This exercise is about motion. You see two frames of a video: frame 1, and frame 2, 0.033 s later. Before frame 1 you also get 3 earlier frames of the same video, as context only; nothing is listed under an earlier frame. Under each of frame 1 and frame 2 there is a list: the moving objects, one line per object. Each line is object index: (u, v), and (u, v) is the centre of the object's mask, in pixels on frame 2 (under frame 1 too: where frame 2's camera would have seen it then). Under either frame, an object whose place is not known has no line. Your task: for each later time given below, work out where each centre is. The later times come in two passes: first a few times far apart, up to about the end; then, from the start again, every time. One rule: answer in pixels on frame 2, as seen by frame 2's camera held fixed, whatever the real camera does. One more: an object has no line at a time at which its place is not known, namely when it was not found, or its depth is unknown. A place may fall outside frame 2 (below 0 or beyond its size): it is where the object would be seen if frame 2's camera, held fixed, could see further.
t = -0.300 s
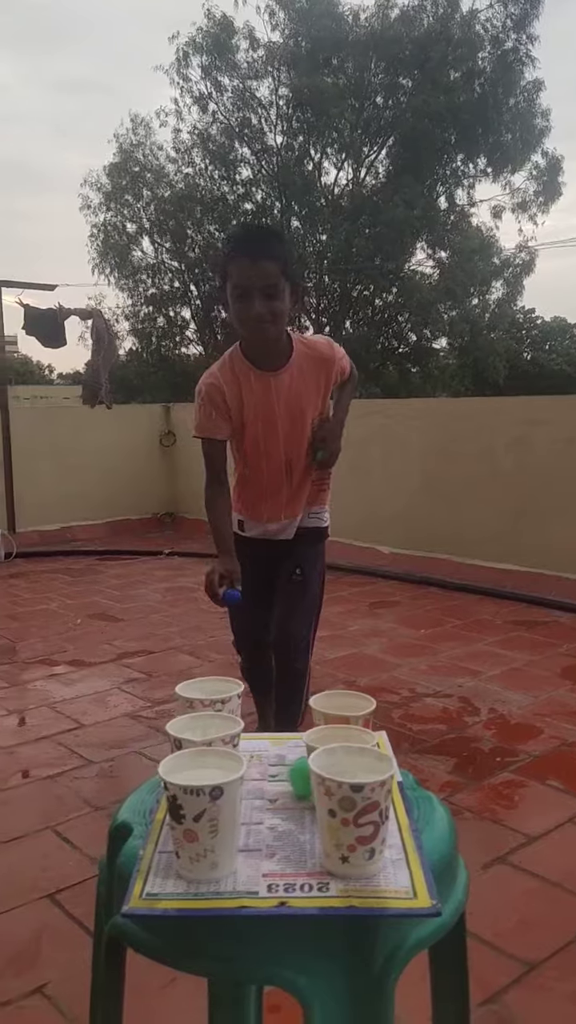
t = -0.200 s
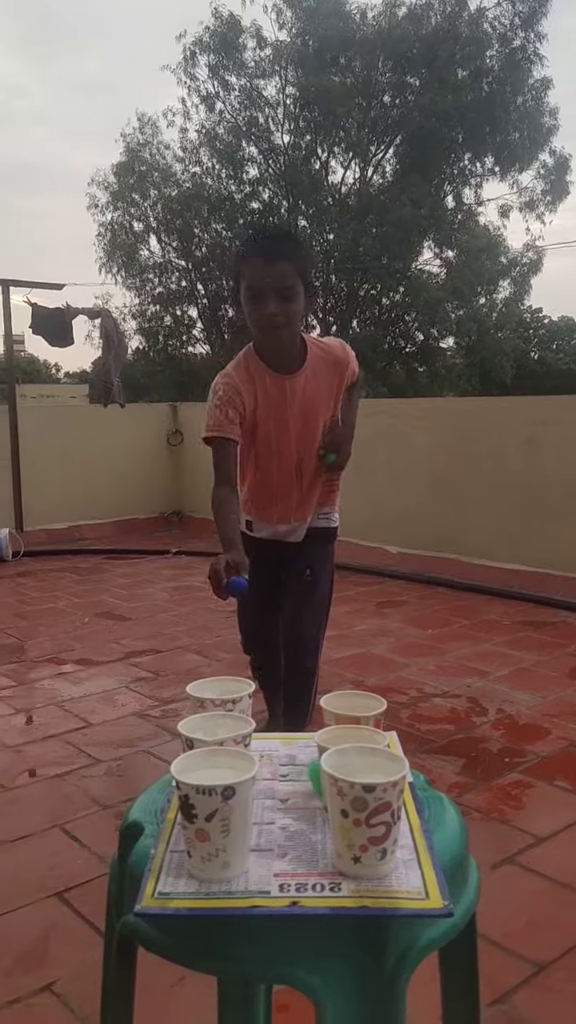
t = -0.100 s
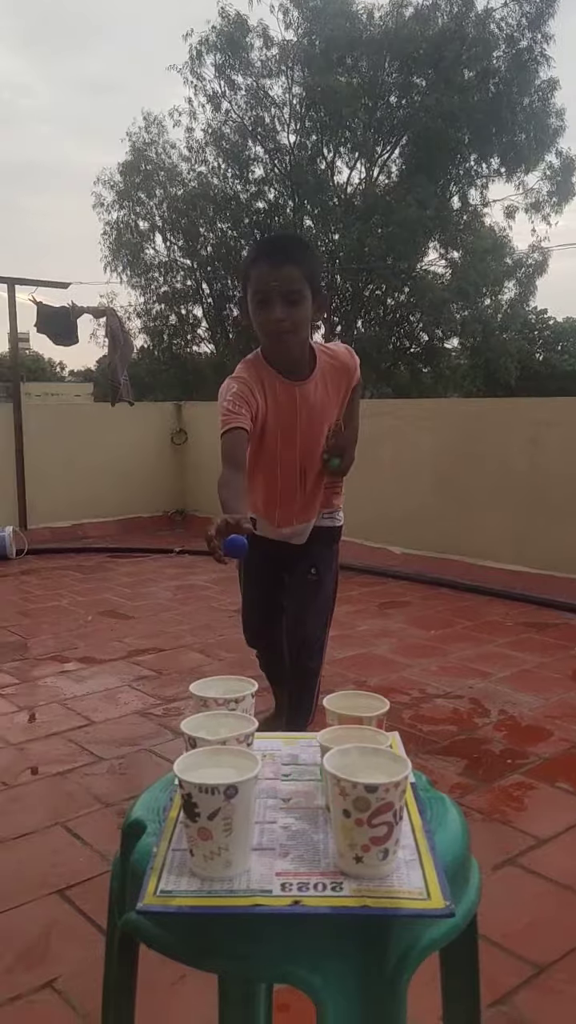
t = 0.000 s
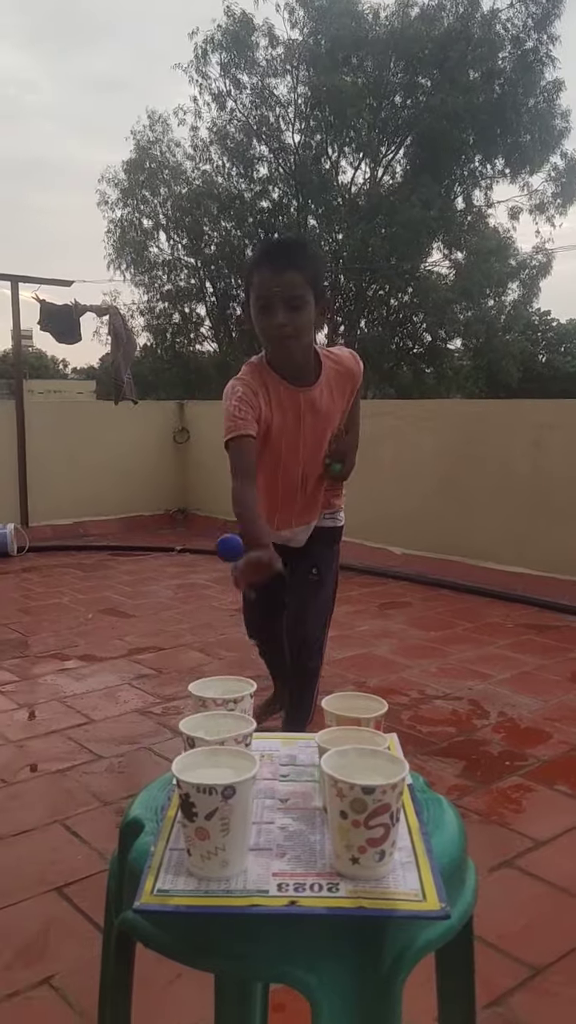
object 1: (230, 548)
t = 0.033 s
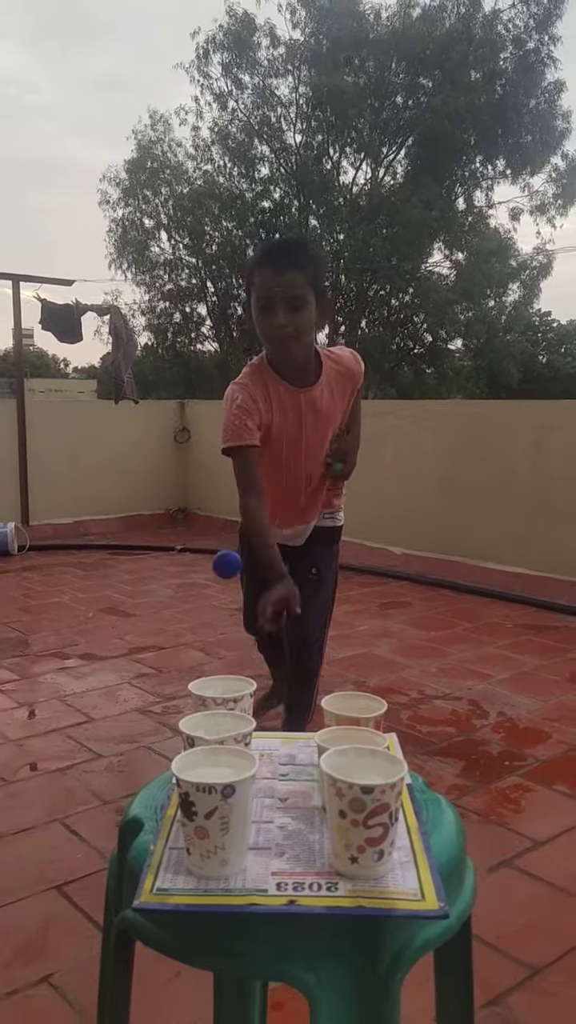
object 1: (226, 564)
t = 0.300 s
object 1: (179, 667)
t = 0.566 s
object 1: (34, 922)
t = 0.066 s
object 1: (223, 592)
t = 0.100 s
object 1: (220, 630)
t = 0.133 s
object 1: (215, 651)
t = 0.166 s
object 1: (208, 636)
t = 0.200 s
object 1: (202, 630)
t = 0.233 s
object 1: (194, 632)
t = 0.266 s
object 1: (187, 643)
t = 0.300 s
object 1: (179, 667)
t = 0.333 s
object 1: (171, 701)
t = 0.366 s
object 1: (163, 746)
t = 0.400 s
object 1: (153, 790)
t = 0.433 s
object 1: (131, 792)
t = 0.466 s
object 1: (108, 806)
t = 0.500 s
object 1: (85, 831)
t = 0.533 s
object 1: (59, 868)
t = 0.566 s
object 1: (34, 922)
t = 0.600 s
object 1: (9, 990)
